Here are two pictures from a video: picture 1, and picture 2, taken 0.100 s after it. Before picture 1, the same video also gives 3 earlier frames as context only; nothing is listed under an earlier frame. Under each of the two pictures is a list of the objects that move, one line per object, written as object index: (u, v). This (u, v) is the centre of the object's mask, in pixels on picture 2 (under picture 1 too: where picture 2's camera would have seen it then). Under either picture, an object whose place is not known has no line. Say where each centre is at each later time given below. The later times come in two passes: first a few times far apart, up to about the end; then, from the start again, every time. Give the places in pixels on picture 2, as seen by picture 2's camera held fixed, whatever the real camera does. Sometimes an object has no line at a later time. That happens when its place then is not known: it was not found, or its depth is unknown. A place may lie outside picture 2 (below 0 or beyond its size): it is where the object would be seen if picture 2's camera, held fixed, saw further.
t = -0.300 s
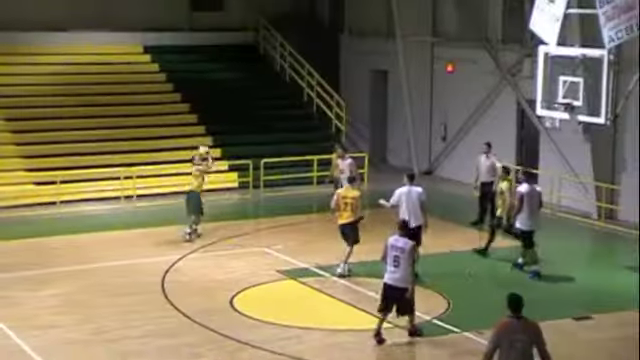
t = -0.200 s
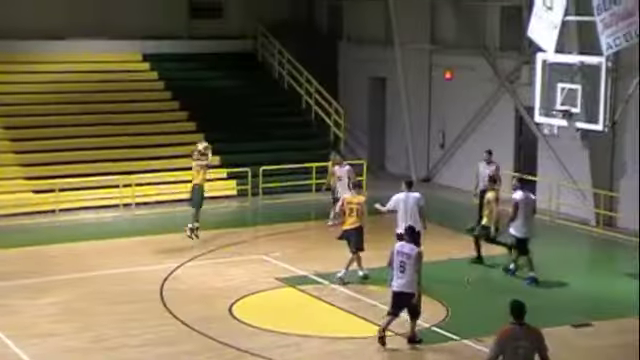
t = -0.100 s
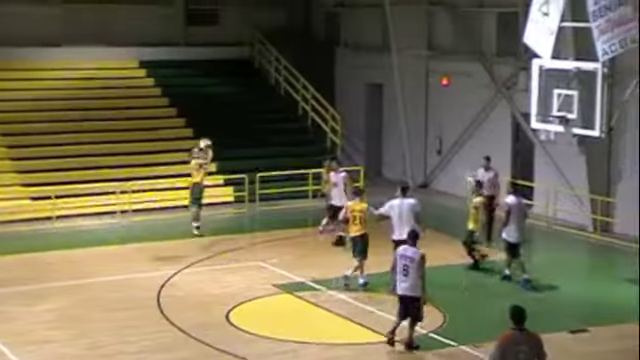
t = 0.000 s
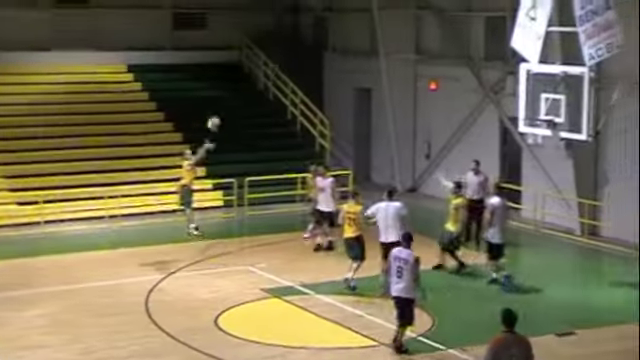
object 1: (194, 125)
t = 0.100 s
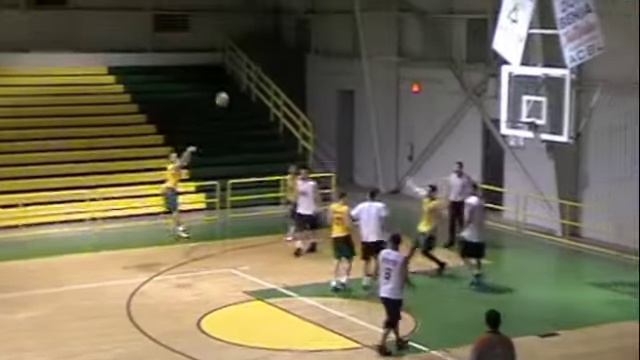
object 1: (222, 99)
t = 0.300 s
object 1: (274, 60)
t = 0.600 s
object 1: (354, 36)
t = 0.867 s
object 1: (425, 54)
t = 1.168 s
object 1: (494, 116)
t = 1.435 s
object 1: (438, 138)
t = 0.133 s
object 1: (230, 91)
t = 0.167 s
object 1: (240, 85)
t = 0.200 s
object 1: (247, 77)
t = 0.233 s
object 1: (256, 70)
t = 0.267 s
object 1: (265, 64)
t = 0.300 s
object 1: (274, 60)
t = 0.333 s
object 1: (284, 54)
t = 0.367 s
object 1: (291, 50)
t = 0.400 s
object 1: (300, 46)
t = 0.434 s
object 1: (309, 44)
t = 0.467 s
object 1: (318, 41)
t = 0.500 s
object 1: (327, 38)
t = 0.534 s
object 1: (336, 37)
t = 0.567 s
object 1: (345, 36)
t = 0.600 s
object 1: (354, 36)
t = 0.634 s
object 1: (362, 36)
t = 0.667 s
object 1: (372, 37)
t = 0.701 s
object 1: (381, 38)
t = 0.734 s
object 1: (390, 40)
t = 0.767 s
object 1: (399, 41)
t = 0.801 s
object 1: (407, 45)
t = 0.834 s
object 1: (416, 50)
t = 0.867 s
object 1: (425, 54)
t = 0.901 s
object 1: (434, 59)
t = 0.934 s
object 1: (443, 65)
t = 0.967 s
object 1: (453, 71)
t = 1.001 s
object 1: (462, 79)
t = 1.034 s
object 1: (471, 86)
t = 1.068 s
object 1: (479, 95)
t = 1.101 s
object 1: (488, 103)
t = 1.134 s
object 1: (496, 114)
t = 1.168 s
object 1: (494, 116)
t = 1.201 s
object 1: (489, 117)
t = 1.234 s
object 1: (480, 118)
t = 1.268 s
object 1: (473, 120)
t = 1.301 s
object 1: (467, 123)
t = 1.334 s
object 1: (460, 126)
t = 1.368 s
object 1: (452, 130)
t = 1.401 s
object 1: (445, 134)
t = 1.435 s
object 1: (438, 138)
